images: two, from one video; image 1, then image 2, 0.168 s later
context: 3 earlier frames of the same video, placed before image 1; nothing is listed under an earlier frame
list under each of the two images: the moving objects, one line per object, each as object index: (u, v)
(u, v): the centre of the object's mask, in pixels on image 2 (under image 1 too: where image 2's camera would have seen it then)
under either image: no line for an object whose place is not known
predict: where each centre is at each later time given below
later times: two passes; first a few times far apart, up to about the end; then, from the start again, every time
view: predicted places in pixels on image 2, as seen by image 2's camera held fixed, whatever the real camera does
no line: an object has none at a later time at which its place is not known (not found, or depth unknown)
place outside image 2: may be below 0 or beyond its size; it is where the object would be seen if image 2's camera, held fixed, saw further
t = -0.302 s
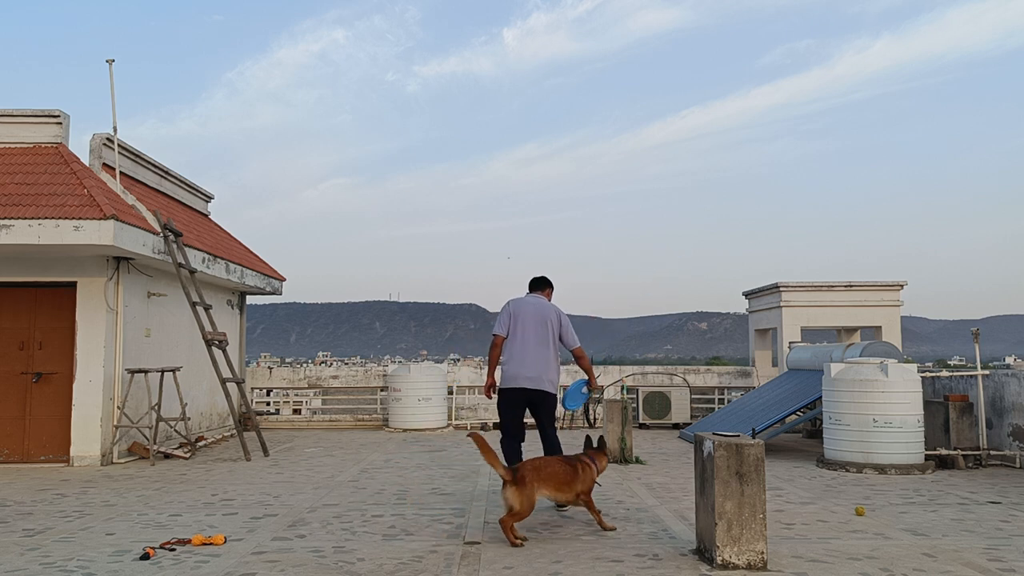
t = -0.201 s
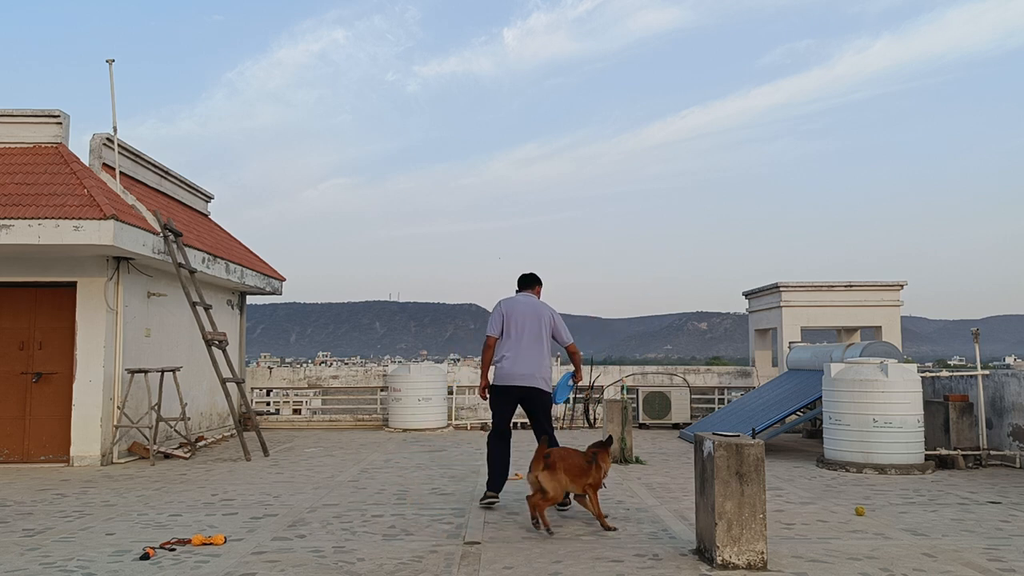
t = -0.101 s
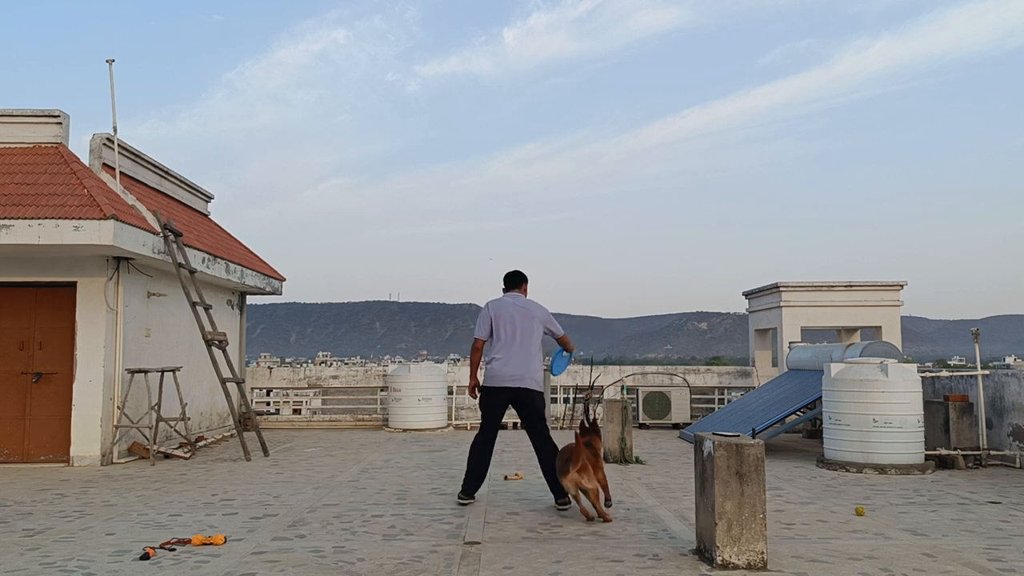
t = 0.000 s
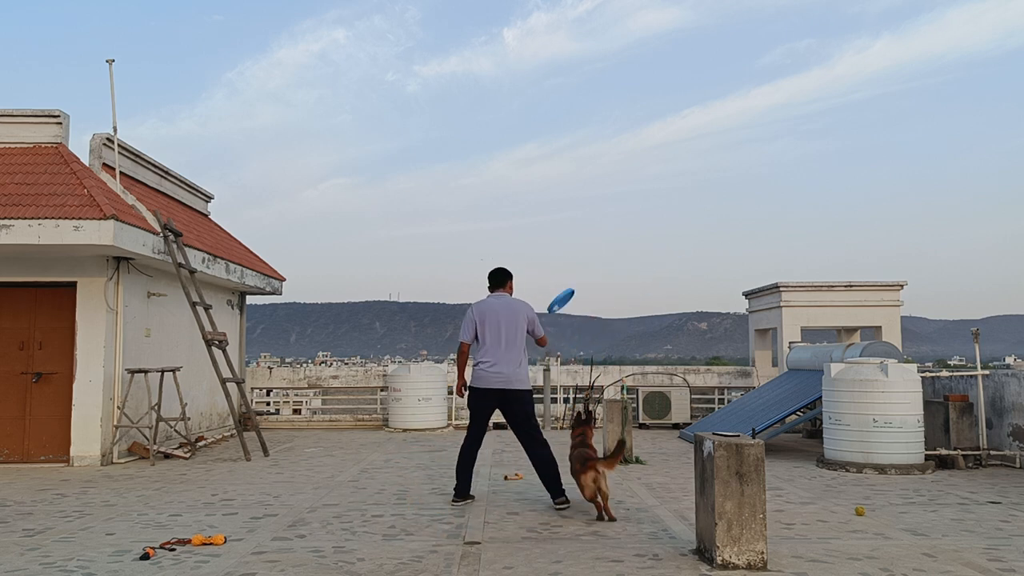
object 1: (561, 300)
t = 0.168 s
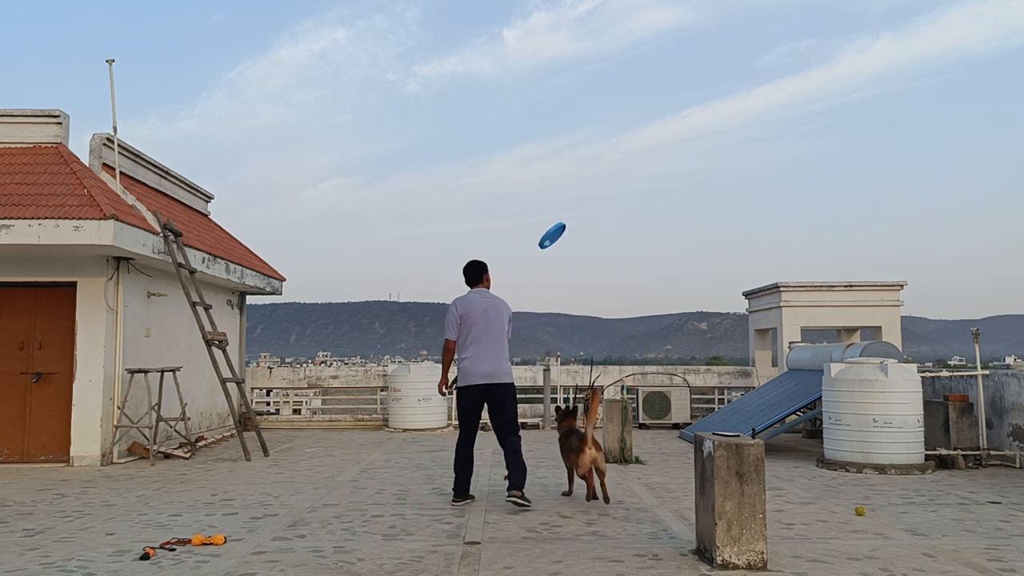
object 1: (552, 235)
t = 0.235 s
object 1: (548, 220)
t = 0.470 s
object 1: (539, 205)
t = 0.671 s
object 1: (526, 243)
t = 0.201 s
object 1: (550, 227)
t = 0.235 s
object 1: (548, 220)
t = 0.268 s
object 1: (547, 214)
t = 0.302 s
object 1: (546, 209)
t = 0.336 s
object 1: (545, 205)
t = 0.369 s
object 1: (543, 204)
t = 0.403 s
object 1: (541, 203)
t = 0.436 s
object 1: (540, 204)
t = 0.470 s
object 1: (539, 205)
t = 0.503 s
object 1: (537, 208)
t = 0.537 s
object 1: (535, 213)
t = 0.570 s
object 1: (532, 219)
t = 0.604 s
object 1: (530, 226)
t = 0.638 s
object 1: (528, 234)
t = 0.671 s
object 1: (526, 243)
